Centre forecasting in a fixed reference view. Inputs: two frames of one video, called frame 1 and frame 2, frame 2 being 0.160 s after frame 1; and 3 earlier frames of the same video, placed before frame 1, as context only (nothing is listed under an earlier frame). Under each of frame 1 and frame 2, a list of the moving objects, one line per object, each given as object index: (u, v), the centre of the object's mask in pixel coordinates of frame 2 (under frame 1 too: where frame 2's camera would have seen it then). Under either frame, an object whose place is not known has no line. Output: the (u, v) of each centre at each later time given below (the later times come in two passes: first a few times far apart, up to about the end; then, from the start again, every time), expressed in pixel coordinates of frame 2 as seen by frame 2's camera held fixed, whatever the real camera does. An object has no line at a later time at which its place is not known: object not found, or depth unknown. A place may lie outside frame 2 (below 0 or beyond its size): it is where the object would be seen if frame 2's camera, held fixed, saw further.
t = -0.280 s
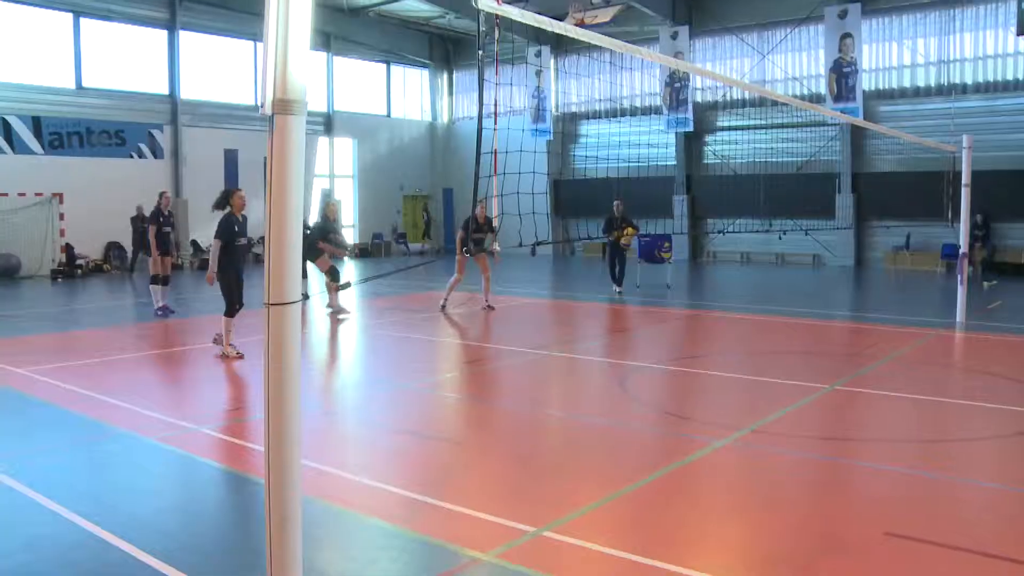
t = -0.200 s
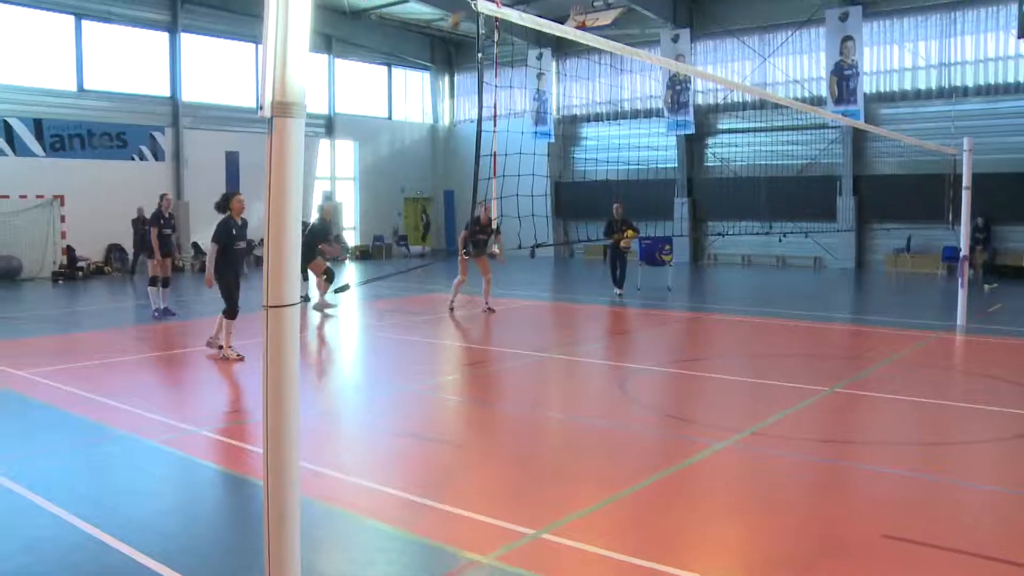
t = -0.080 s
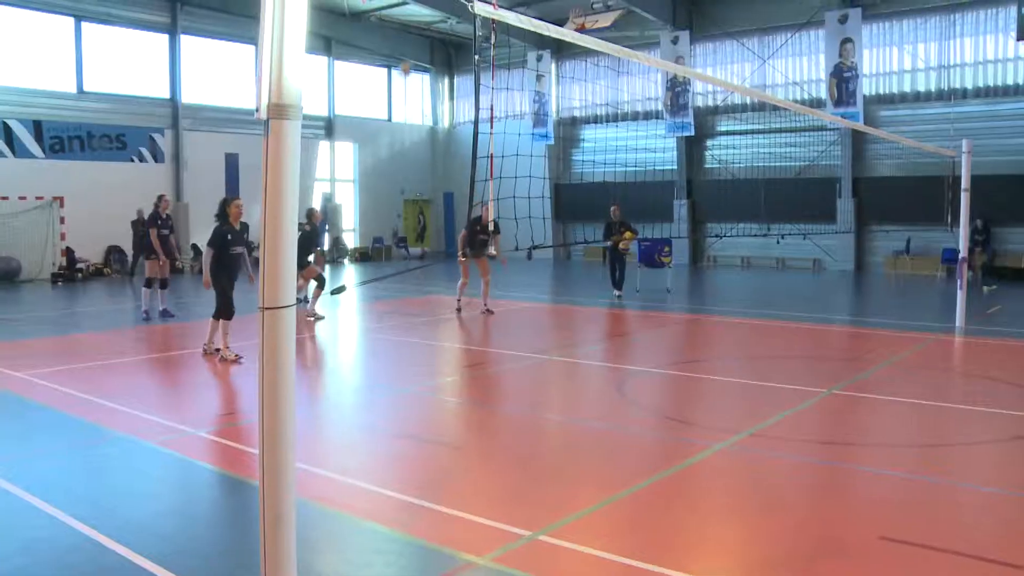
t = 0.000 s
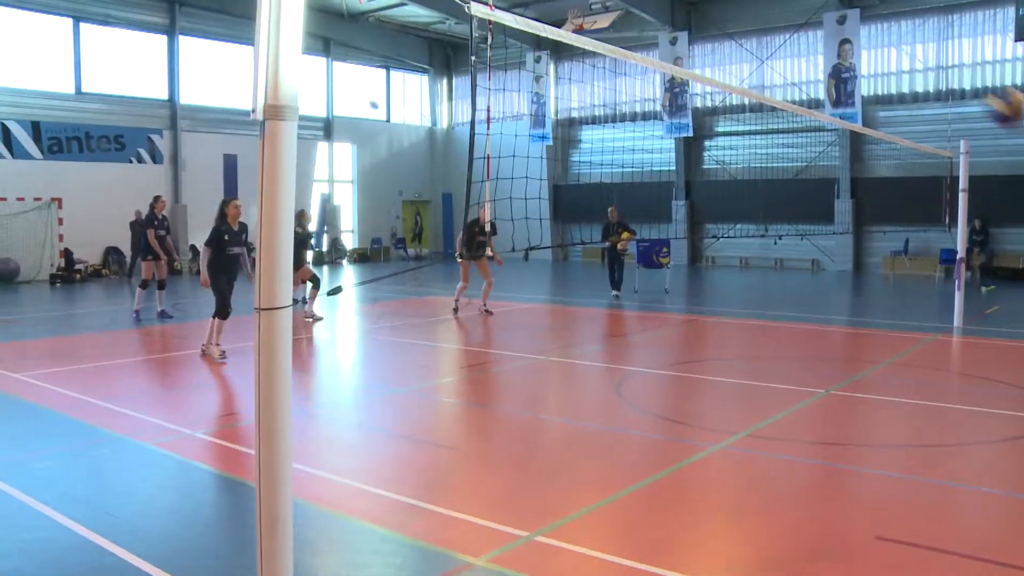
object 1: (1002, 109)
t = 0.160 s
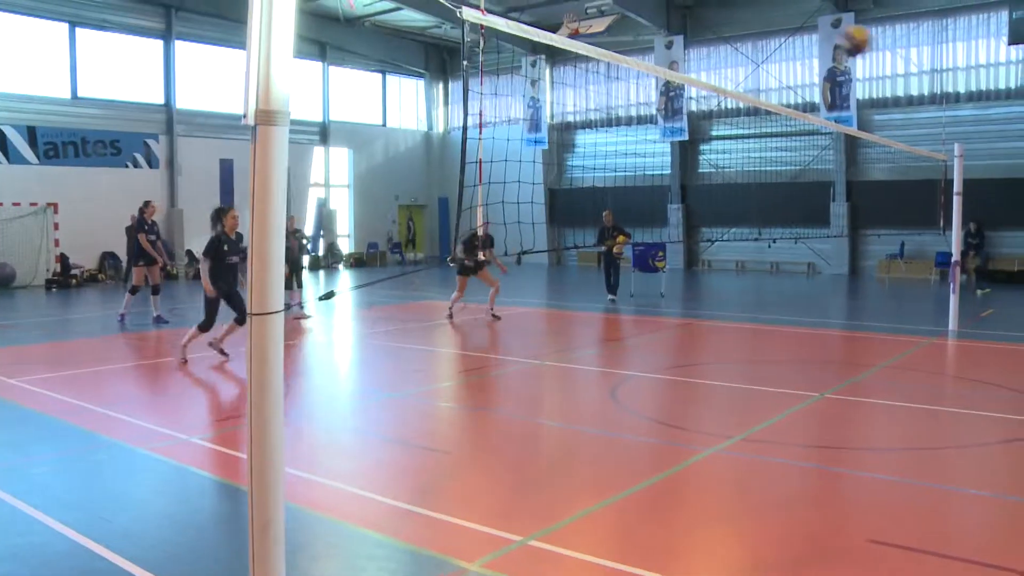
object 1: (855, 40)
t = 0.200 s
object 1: (825, 32)
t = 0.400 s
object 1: (702, 28)
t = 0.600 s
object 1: (604, 72)
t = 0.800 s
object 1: (527, 142)
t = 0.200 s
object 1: (825, 32)
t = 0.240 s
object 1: (797, 26)
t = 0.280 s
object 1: (772, 23)
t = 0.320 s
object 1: (747, 23)
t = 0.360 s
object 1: (726, 24)
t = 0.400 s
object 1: (702, 28)
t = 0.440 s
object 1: (682, 33)
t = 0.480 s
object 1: (661, 40)
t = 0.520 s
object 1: (641, 49)
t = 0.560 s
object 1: (622, 52)
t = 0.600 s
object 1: (604, 72)
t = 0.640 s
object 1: (587, 83)
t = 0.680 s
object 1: (573, 97)
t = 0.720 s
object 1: (555, 113)
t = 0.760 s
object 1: (542, 126)
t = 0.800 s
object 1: (527, 142)
